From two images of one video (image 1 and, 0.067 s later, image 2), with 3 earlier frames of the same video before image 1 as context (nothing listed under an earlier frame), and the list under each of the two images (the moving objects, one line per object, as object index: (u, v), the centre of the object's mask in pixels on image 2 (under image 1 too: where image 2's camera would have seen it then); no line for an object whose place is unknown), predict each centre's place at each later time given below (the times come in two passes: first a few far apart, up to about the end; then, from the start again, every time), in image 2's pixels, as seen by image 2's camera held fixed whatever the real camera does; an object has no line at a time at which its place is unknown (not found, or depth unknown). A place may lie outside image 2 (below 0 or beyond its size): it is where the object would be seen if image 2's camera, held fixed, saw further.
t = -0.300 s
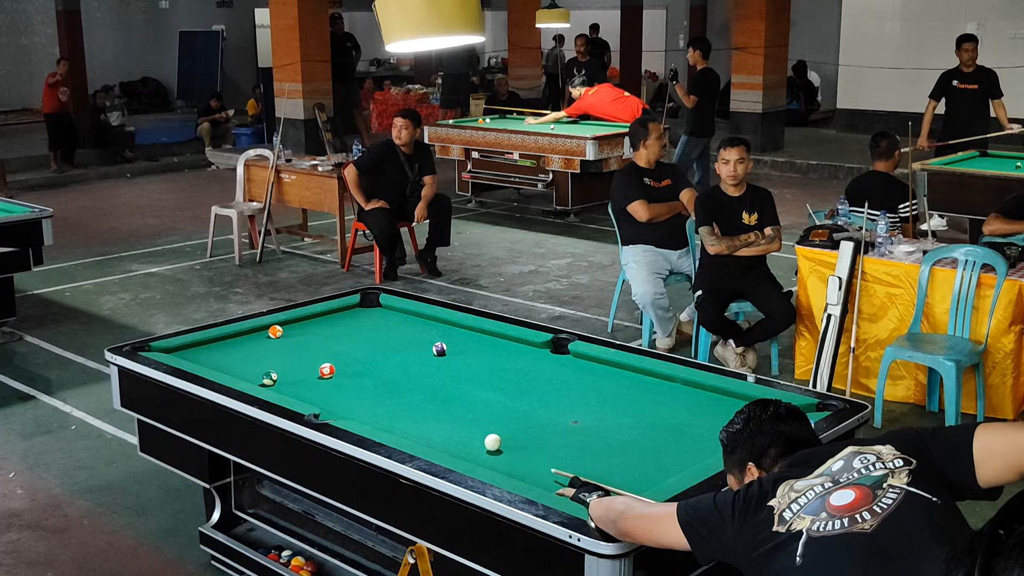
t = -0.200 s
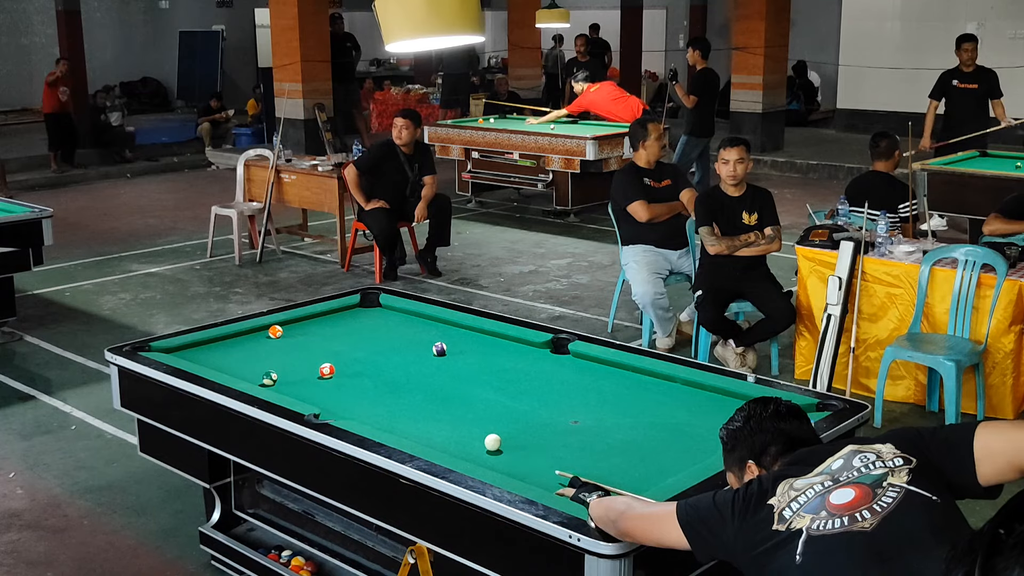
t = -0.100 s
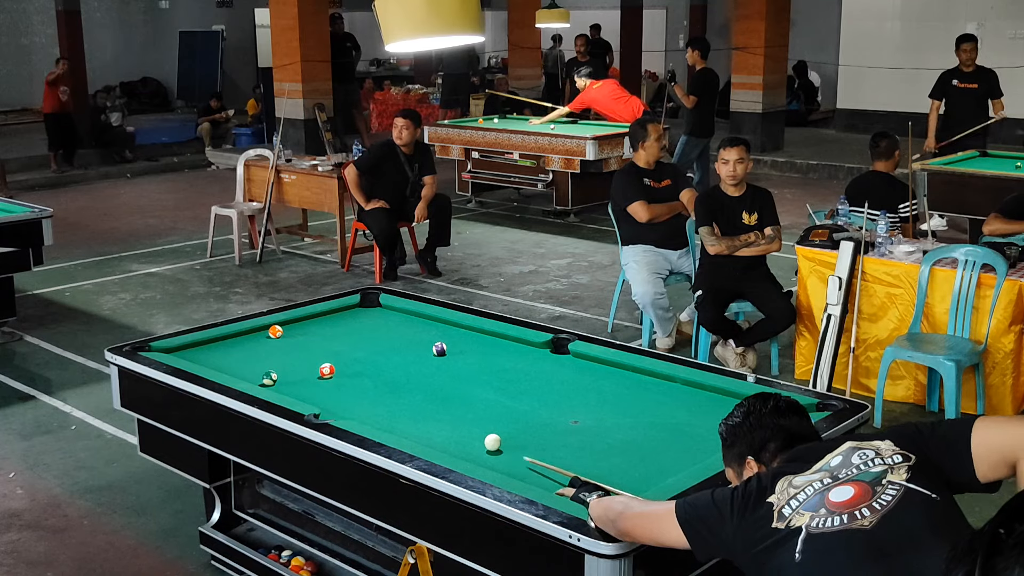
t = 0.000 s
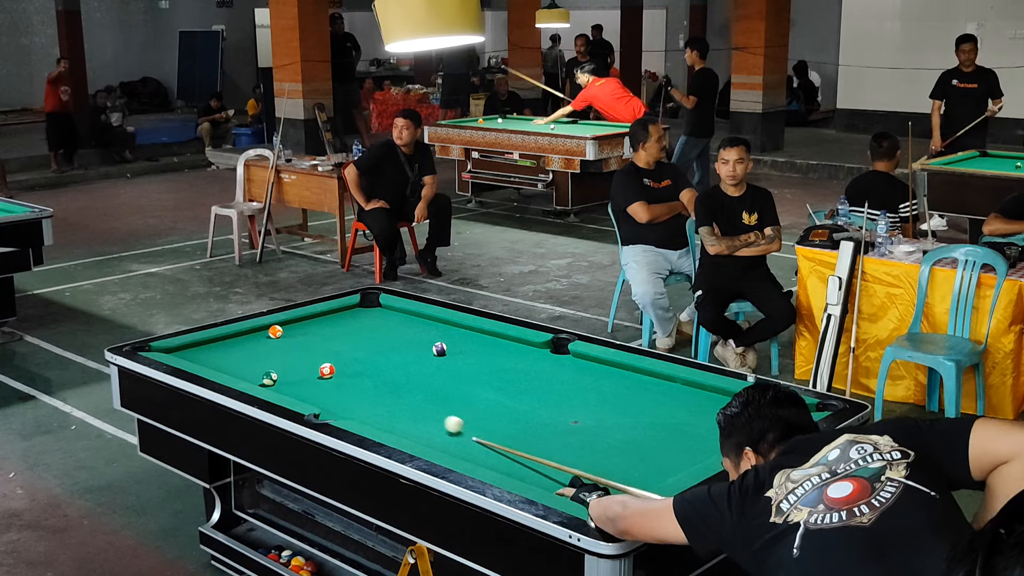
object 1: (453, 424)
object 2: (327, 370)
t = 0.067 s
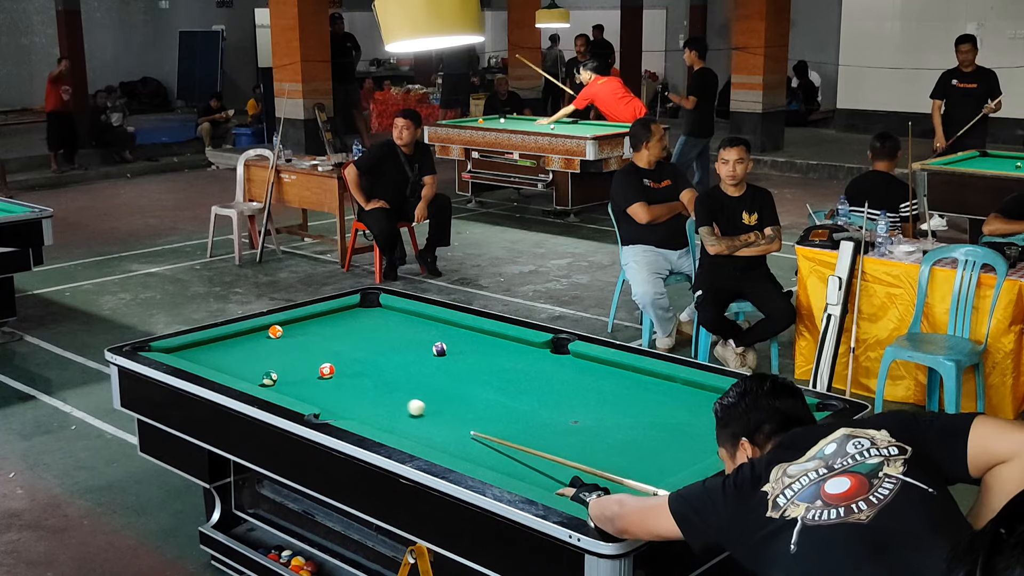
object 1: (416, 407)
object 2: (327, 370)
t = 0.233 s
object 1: (346, 376)
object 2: (327, 370)
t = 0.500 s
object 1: (371, 360)
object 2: (245, 359)
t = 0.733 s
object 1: (398, 350)
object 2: (182, 350)
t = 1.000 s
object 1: (425, 341)
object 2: (196, 353)
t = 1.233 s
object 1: (446, 333)
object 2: (233, 351)
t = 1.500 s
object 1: (462, 327)
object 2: (272, 348)
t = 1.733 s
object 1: (452, 331)
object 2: (304, 346)
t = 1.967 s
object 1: (444, 334)
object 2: (332, 345)
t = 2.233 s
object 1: (437, 336)
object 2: (361, 343)
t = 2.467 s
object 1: (431, 338)
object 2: (383, 342)
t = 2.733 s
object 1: (427, 340)
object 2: (405, 340)
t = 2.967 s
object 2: (417, 339)
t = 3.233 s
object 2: (422, 337)
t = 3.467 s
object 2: (425, 336)
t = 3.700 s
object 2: (427, 336)
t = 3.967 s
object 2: (427, 336)
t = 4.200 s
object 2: (427, 336)
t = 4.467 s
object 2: (427, 336)
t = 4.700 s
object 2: (427, 336)
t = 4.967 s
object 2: (427, 336)
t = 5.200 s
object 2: (427, 336)
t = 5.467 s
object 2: (427, 336)
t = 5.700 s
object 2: (427, 336)
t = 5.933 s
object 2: (427, 336)
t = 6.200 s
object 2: (427, 336)
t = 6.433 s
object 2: (427, 336)
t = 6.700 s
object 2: (427, 336)
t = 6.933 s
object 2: (427, 336)
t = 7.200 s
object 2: (427, 336)
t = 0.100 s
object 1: (399, 400)
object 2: (327, 370)
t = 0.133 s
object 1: (384, 393)
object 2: (327, 370)
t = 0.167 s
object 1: (370, 387)
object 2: (327, 370)
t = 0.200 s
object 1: (358, 381)
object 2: (327, 370)
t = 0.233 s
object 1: (346, 376)
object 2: (327, 370)
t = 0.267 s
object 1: (340, 372)
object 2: (322, 370)
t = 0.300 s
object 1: (346, 370)
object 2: (308, 368)
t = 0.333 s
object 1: (350, 368)
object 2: (296, 366)
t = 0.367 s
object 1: (355, 366)
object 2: (285, 365)
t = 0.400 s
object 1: (359, 365)
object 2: (274, 363)
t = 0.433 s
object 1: (363, 363)
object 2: (264, 362)
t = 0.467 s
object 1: (367, 362)
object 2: (255, 360)
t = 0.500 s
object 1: (371, 360)
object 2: (245, 359)
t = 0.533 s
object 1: (375, 359)
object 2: (236, 358)
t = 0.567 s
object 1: (379, 357)
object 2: (227, 357)
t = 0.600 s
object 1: (383, 356)
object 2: (217, 355)
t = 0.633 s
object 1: (387, 354)
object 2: (208, 354)
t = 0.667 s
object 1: (391, 353)
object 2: (199, 353)
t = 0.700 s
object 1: (394, 352)
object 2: (191, 352)
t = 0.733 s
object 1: (398, 350)
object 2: (182, 350)
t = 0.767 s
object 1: (401, 349)
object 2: (174, 349)
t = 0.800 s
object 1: (405, 348)
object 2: (173, 351)
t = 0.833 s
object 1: (408, 347)
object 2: (171, 352)
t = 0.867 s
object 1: (412, 345)
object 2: (174, 352)
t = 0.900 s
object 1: (415, 344)
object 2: (180, 353)
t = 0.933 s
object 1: (418, 343)
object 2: (185, 353)
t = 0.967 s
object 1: (422, 342)
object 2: (190, 353)
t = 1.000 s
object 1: (425, 341)
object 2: (196, 353)
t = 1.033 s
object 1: (428, 340)
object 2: (201, 353)
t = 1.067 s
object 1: (431, 338)
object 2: (207, 352)
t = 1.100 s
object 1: (434, 337)
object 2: (212, 352)
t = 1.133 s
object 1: (437, 336)
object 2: (217, 352)
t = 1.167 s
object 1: (440, 335)
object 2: (222, 351)
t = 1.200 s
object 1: (443, 334)
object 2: (228, 351)
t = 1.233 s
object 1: (446, 333)
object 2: (233, 351)
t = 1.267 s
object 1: (448, 332)
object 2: (238, 350)
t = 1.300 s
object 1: (451, 331)
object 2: (243, 350)
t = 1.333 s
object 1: (454, 330)
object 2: (248, 350)
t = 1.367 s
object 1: (457, 329)
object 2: (253, 349)
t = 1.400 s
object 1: (459, 328)
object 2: (257, 349)
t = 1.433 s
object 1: (462, 327)
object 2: (262, 349)
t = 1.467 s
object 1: (463, 327)
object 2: (267, 348)
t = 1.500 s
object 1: (462, 327)
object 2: (272, 348)
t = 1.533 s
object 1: (461, 328)
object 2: (276, 348)
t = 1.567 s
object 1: (459, 329)
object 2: (283, 347)
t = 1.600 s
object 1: (458, 329)
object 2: (285, 347)
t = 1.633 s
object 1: (457, 329)
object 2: (290, 347)
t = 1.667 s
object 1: (455, 330)
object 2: (294, 347)
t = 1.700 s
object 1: (454, 331)
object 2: (300, 346)
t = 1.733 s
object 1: (452, 331)
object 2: (304, 346)
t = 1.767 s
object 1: (451, 331)
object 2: (308, 346)
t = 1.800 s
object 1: (450, 332)
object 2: (313, 346)
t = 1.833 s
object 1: (449, 332)
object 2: (317, 345)
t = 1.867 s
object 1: (448, 333)
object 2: (321, 345)
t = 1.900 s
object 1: (446, 333)
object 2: (325, 345)
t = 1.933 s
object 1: (445, 333)
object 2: (328, 345)
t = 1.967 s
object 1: (444, 334)
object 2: (332, 345)
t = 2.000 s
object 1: (443, 334)
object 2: (336, 344)
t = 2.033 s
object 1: (442, 335)
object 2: (340, 344)
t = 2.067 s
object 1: (441, 335)
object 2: (343, 344)
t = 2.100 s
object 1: (440, 335)
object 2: (347, 344)
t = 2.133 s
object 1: (439, 336)
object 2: (350, 344)
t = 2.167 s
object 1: (438, 336)
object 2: (354, 343)
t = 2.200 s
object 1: (438, 336)
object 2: (357, 343)
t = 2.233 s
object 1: (437, 336)
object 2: (361, 343)
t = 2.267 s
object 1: (436, 337)
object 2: (364, 343)
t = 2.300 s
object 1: (435, 337)
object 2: (367, 343)
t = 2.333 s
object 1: (434, 337)
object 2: (371, 342)
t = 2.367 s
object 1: (433, 337)
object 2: (374, 342)
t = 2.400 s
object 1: (432, 338)
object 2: (377, 342)
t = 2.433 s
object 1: (432, 338)
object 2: (380, 342)
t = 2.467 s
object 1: (431, 338)
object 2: (383, 342)
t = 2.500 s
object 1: (431, 339)
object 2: (386, 341)
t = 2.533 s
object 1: (430, 339)
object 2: (389, 341)
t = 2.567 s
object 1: (429, 339)
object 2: (392, 341)
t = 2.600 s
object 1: (429, 339)
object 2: (395, 341)
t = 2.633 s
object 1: (428, 340)
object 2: (398, 341)
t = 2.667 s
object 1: (428, 340)
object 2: (400, 341)
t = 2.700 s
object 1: (428, 340)
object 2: (403, 340)
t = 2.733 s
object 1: (427, 340)
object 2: (405, 340)
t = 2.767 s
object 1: (427, 341)
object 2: (408, 340)
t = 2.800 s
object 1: (426, 341)
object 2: (411, 340)
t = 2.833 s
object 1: (426, 341)
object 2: (413, 340)
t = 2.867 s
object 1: (427, 341)
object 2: (414, 340)
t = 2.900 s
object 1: (428, 341)
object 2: (415, 339)
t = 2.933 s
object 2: (416, 339)
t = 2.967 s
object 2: (417, 339)
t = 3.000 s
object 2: (418, 338)
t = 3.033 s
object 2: (418, 338)
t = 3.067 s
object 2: (419, 338)
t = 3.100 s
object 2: (420, 338)
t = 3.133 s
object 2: (421, 338)
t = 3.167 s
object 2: (421, 338)
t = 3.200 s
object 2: (422, 337)
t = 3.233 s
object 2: (422, 337)
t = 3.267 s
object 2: (423, 337)
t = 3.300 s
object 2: (423, 337)
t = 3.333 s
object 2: (424, 337)
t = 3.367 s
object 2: (424, 337)
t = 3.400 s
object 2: (424, 337)
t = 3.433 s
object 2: (425, 336)
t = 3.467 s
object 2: (425, 336)
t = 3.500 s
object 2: (425, 336)
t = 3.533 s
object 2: (426, 336)
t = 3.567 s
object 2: (426, 336)
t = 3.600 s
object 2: (426, 336)
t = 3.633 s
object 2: (427, 336)
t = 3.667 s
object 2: (427, 336)
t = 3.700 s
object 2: (427, 336)
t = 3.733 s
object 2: (427, 336)
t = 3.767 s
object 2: (427, 336)
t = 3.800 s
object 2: (427, 336)
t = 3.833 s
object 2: (427, 336)
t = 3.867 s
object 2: (427, 336)
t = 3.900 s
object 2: (427, 336)
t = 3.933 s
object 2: (427, 336)
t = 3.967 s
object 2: (427, 336)
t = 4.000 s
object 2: (427, 336)
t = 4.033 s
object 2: (427, 336)
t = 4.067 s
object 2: (427, 336)
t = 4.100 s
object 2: (427, 336)
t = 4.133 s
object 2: (427, 336)
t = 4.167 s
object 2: (427, 336)
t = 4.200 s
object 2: (427, 336)
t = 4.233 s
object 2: (427, 336)
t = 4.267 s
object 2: (427, 336)
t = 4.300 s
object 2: (427, 336)
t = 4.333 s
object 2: (427, 336)
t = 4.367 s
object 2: (427, 336)
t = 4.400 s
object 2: (427, 336)
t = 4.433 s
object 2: (427, 336)
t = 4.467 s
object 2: (427, 336)
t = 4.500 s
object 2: (427, 336)
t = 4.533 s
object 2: (427, 336)
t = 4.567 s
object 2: (427, 336)
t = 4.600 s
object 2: (427, 336)
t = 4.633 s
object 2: (427, 336)
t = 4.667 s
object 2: (427, 336)
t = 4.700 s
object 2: (427, 336)
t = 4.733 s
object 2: (427, 336)
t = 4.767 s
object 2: (427, 336)
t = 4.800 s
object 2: (427, 336)
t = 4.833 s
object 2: (427, 336)
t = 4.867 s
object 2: (427, 336)
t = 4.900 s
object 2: (427, 336)
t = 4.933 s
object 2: (427, 336)
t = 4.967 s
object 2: (427, 336)
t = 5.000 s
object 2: (427, 336)
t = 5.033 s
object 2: (427, 336)
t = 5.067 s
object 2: (427, 336)
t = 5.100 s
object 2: (427, 336)
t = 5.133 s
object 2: (427, 336)
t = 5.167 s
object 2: (427, 336)
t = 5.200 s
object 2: (427, 336)
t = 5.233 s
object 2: (427, 336)
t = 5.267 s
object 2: (427, 336)
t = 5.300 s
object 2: (427, 336)
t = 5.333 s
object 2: (427, 336)
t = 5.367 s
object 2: (427, 336)
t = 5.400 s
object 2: (427, 336)
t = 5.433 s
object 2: (427, 336)
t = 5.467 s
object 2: (427, 336)
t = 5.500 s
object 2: (427, 336)
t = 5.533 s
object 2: (427, 336)
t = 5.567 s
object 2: (427, 336)
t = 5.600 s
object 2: (427, 336)
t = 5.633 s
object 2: (427, 336)
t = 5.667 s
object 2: (427, 336)
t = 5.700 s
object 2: (427, 336)
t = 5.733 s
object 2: (427, 336)
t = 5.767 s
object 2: (427, 336)
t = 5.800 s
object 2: (427, 336)
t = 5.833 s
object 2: (427, 336)
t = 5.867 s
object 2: (427, 336)
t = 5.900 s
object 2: (427, 336)
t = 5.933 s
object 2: (427, 336)
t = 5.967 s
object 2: (427, 336)
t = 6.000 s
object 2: (427, 336)
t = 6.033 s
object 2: (427, 336)
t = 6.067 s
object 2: (427, 336)
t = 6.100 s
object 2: (427, 336)
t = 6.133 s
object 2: (427, 336)
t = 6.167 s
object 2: (427, 336)
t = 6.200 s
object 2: (427, 336)
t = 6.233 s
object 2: (427, 336)
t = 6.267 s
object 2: (427, 336)
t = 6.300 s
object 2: (427, 336)
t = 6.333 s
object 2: (427, 336)
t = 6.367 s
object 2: (427, 336)
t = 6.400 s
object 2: (427, 336)
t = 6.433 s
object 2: (427, 336)
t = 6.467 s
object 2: (427, 336)
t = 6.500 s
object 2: (427, 336)
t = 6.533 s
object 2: (427, 336)
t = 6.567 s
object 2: (427, 336)
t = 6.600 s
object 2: (427, 336)
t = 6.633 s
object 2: (427, 336)
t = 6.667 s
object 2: (427, 336)
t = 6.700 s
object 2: (427, 336)
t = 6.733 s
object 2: (427, 336)
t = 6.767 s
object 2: (427, 336)
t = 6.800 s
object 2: (427, 336)
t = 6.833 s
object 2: (427, 336)
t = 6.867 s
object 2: (427, 336)
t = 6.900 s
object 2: (427, 336)
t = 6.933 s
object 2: (427, 336)
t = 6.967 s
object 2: (427, 336)
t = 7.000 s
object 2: (427, 336)
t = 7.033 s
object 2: (427, 336)
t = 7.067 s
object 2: (427, 336)
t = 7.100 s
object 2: (427, 336)
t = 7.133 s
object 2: (427, 336)
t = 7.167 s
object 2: (427, 336)
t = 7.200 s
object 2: (427, 336)
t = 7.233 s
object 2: (427, 336)
